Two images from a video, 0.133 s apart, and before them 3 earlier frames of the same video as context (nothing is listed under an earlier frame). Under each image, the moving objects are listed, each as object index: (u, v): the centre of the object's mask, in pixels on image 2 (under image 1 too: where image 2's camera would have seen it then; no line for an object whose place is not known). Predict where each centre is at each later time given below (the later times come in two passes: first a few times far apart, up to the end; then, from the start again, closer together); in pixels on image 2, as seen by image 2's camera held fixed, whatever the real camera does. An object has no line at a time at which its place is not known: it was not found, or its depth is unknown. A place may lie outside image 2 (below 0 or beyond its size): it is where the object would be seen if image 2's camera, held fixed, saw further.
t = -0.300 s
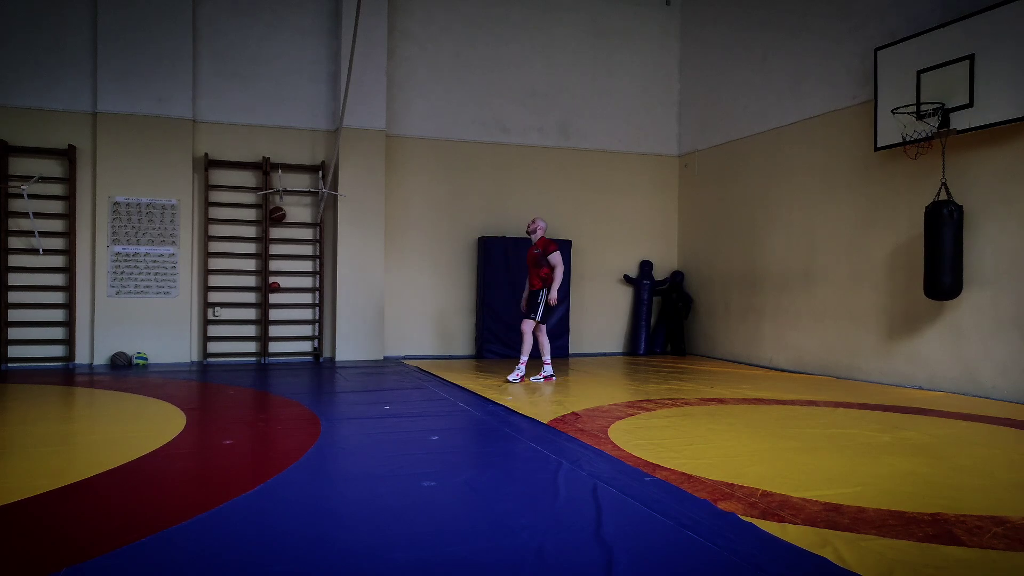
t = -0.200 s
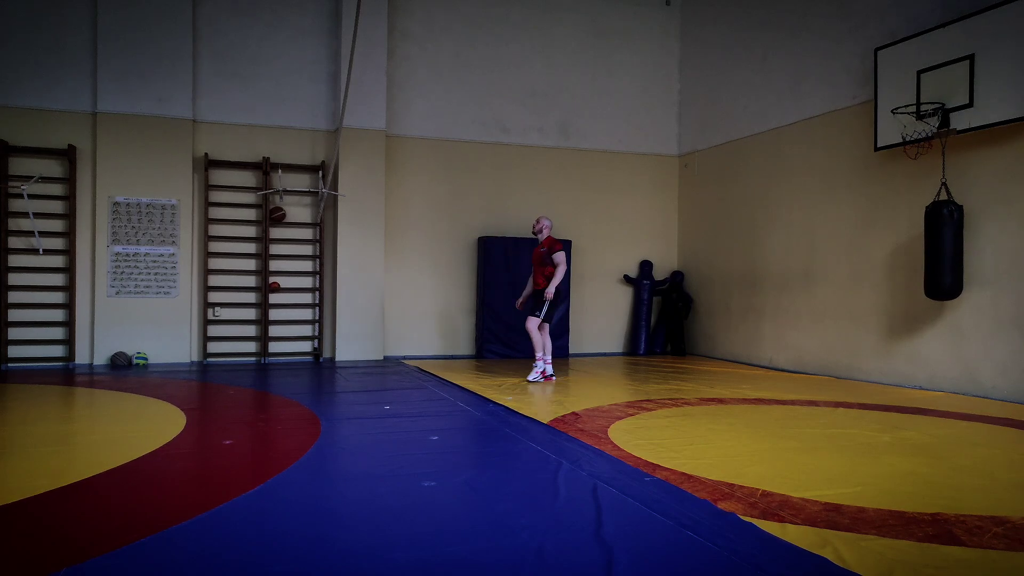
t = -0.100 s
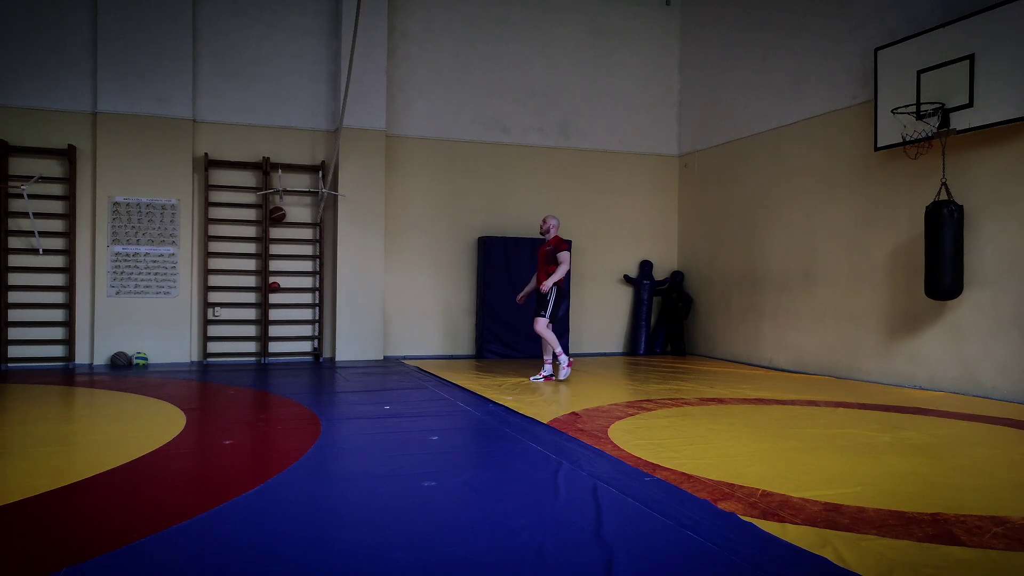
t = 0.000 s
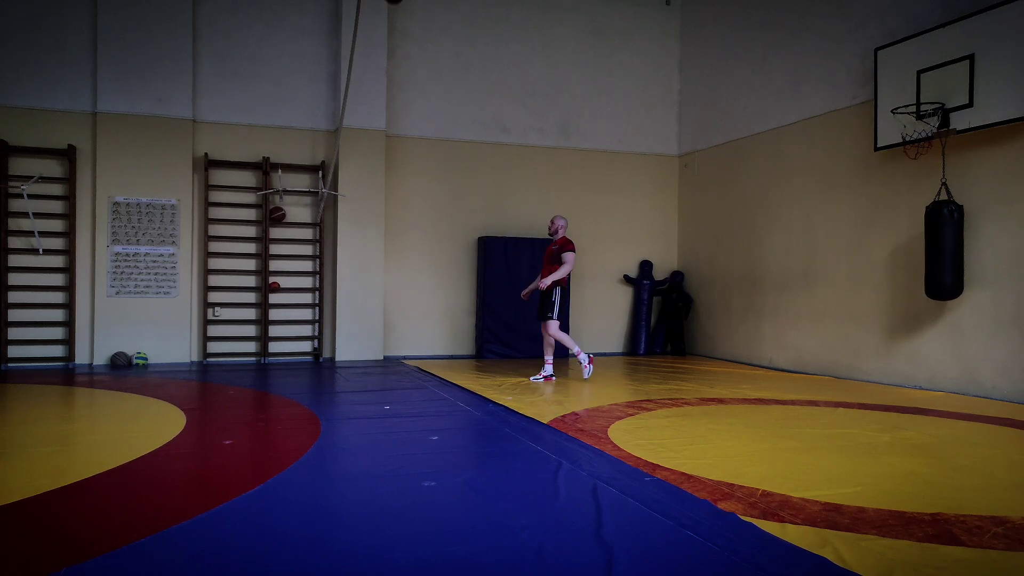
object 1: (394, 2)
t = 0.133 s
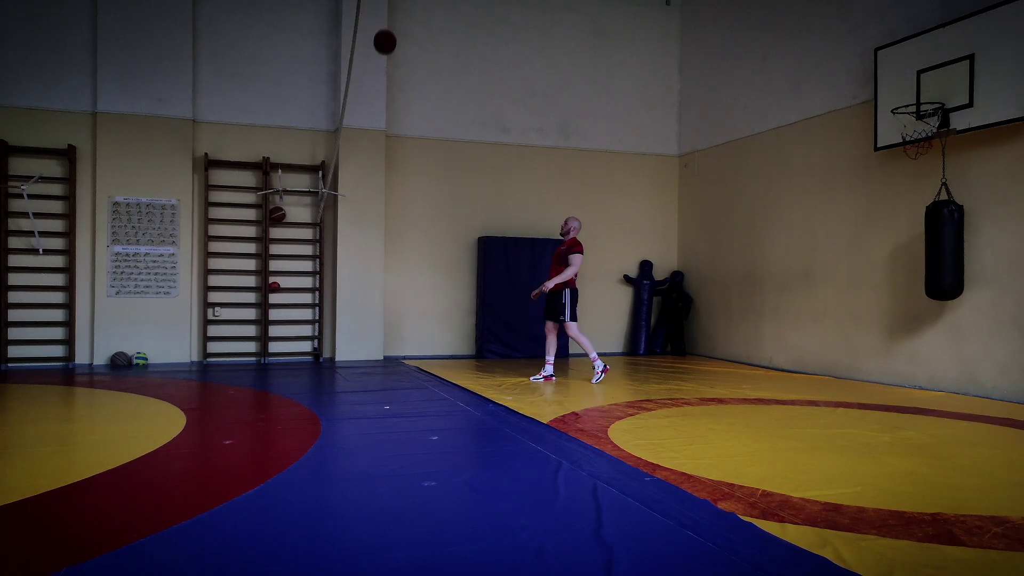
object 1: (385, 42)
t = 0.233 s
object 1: (378, 91)
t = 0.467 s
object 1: (359, 242)
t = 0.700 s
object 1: (353, 345)
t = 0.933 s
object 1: (392, 238)
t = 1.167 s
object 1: (431, 182)
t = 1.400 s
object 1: (469, 175)
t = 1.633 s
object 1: (506, 218)
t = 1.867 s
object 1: (541, 310)
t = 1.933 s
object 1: (551, 346)
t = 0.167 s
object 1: (382, 57)
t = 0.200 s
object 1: (380, 74)
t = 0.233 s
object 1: (378, 91)
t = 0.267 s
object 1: (375, 109)
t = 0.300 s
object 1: (373, 129)
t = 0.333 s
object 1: (370, 149)
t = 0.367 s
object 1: (368, 171)
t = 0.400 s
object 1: (365, 193)
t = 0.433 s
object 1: (362, 217)
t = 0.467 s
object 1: (359, 242)
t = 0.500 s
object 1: (356, 268)
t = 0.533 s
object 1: (352, 295)
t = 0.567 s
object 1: (349, 323)
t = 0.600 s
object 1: (346, 352)
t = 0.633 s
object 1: (342, 382)
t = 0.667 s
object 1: (347, 365)
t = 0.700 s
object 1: (353, 345)
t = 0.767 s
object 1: (364, 309)
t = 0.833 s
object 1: (375, 277)
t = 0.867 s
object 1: (381, 263)
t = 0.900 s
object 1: (386, 250)
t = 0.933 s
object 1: (392, 238)
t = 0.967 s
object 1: (398, 227)
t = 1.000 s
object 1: (403, 217)
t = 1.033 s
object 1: (409, 208)
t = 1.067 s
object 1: (415, 199)
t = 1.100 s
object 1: (420, 192)
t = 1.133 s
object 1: (425, 186)
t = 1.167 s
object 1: (431, 182)
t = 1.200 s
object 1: (436, 178)
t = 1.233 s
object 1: (442, 174)
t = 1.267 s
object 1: (447, 173)
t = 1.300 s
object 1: (453, 172)
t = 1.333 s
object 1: (458, 172)
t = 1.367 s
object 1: (463, 173)
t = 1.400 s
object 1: (469, 175)
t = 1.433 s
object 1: (474, 178)
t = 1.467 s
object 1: (480, 182)
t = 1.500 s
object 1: (485, 187)
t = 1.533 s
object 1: (490, 194)
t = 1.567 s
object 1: (495, 201)
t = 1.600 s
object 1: (501, 209)
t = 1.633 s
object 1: (506, 218)
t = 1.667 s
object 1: (511, 228)
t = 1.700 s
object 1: (516, 239)
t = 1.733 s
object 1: (522, 252)
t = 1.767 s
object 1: (527, 265)
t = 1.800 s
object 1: (532, 279)
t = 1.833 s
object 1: (537, 294)
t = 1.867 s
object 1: (541, 310)
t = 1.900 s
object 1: (546, 328)
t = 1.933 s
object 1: (551, 346)
